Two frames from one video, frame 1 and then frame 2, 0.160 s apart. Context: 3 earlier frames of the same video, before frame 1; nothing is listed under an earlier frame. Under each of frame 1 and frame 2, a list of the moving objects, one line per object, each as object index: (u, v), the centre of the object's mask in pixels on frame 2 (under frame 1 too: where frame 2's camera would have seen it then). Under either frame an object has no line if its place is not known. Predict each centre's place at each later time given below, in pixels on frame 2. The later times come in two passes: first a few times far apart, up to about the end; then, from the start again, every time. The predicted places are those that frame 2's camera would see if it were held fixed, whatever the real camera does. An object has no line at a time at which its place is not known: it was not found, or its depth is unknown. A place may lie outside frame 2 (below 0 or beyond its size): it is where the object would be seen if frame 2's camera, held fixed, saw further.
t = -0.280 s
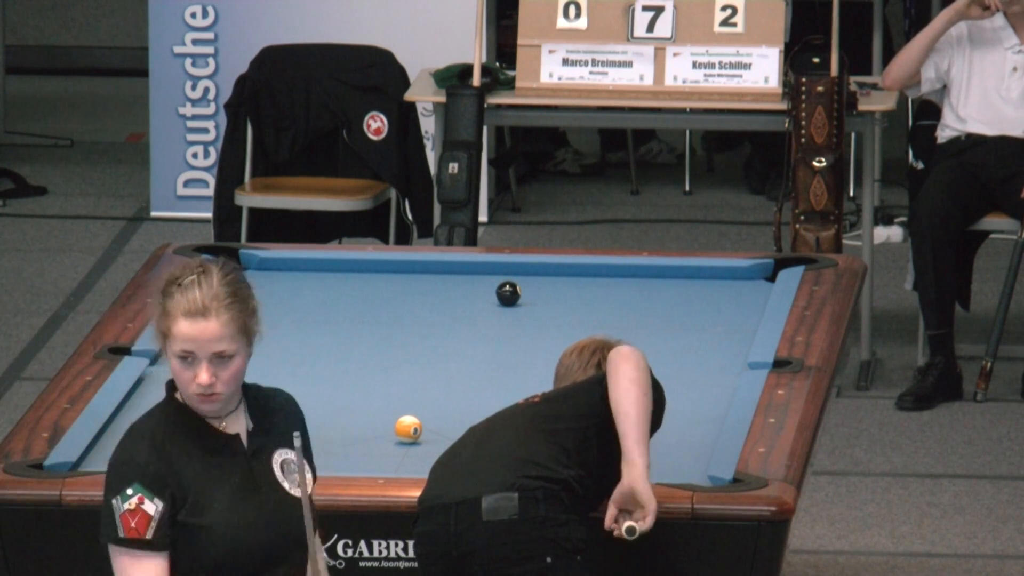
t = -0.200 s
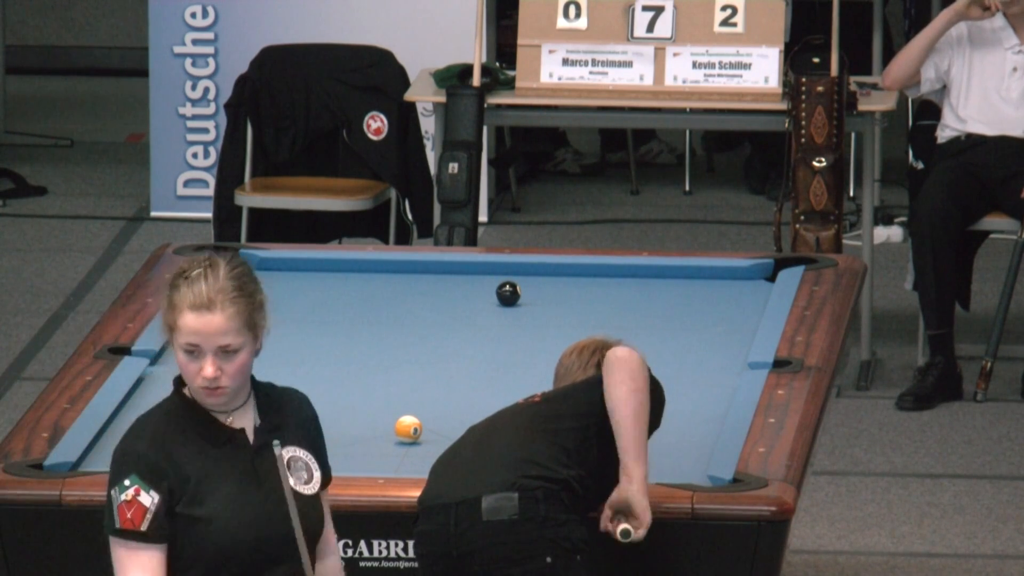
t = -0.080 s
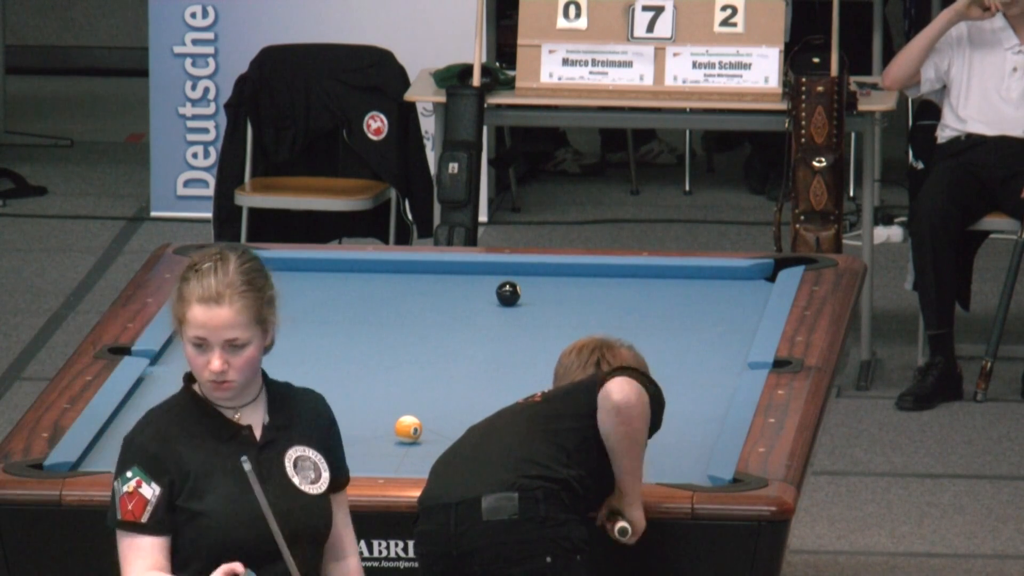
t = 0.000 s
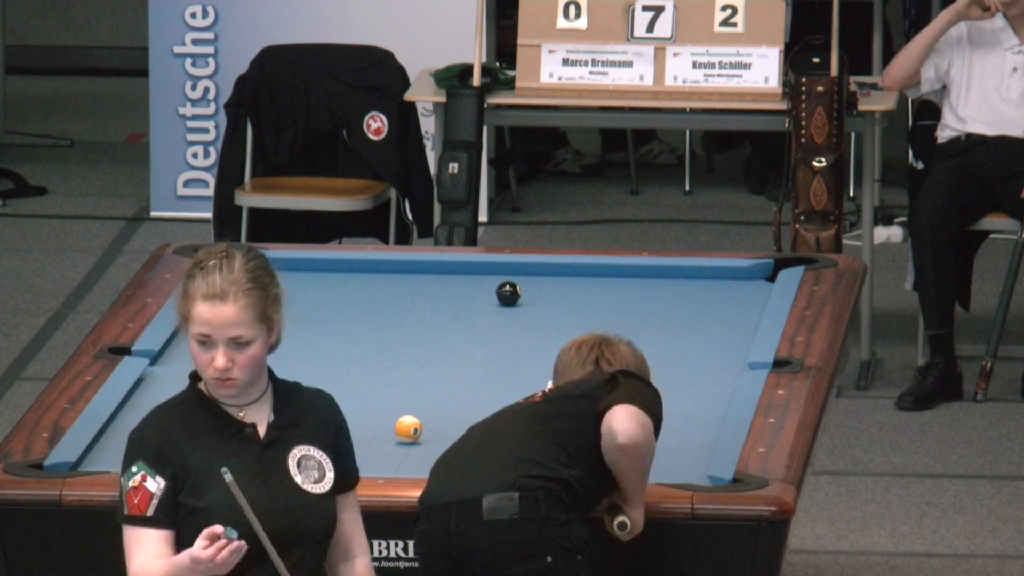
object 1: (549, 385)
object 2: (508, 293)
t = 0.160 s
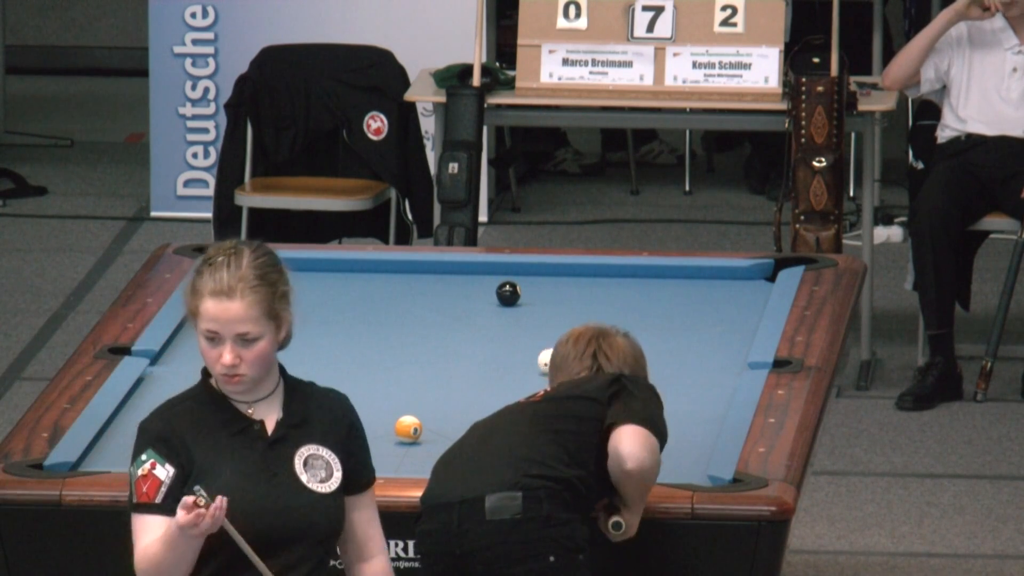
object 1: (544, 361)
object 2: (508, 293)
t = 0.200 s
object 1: (544, 354)
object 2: (508, 293)
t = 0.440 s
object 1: (535, 316)
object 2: (508, 293)
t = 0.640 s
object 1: (552, 289)
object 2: (480, 290)
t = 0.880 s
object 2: (410, 280)
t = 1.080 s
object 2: (357, 272)
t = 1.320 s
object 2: (296, 263)
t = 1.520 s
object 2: (254, 266)
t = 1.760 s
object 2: (249, 268)
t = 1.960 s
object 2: (269, 272)
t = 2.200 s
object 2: (291, 275)
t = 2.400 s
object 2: (308, 277)
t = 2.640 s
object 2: (327, 280)
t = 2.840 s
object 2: (342, 282)
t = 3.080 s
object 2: (358, 284)
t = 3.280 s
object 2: (370, 286)
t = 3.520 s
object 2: (383, 288)
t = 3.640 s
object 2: (389, 288)
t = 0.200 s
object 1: (544, 354)
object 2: (508, 293)
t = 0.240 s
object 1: (542, 347)
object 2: (508, 293)
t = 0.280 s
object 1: (541, 341)
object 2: (508, 293)
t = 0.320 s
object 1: (540, 335)
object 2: (508, 293)
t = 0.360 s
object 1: (539, 329)
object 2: (508, 293)
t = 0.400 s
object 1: (537, 322)
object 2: (508, 293)
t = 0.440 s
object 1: (535, 316)
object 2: (508, 293)
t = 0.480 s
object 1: (533, 310)
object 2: (508, 293)
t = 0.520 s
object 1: (531, 304)
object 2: (508, 294)
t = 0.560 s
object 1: (529, 298)
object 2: (507, 293)
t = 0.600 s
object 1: (539, 293)
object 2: (496, 292)
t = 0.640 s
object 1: (552, 289)
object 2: (480, 290)
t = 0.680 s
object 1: (564, 283)
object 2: (466, 288)
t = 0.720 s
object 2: (454, 286)
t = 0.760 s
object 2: (443, 285)
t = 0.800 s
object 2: (432, 283)
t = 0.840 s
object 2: (421, 282)
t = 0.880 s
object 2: (410, 280)
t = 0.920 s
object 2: (399, 278)
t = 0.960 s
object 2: (389, 277)
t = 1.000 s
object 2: (378, 275)
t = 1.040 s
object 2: (368, 273)
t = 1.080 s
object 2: (357, 272)
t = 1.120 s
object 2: (347, 271)
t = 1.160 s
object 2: (337, 269)
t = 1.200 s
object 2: (326, 267)
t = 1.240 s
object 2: (316, 266)
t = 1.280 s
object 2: (306, 264)
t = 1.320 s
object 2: (296, 263)
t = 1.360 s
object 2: (287, 263)
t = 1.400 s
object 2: (279, 264)
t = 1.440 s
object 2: (270, 265)
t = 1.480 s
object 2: (262, 265)
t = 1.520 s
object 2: (254, 266)
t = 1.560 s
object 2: (246, 266)
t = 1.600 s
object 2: (236, 266)
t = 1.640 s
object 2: (237, 267)
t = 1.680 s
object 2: (241, 267)
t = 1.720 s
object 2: (245, 268)
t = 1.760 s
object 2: (249, 268)
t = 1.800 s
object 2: (253, 269)
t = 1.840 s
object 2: (257, 269)
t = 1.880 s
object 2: (261, 270)
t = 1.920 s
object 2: (265, 271)
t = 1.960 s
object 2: (269, 272)
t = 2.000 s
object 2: (273, 272)
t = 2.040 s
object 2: (277, 273)
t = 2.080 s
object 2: (280, 274)
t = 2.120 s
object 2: (284, 274)
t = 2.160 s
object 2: (287, 274)
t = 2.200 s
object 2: (291, 275)
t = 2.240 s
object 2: (294, 275)
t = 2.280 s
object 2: (298, 276)
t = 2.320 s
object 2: (301, 276)
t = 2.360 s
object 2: (305, 276)
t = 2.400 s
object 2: (308, 277)
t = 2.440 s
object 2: (312, 278)
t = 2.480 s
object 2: (315, 278)
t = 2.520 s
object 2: (318, 279)
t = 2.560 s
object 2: (321, 279)
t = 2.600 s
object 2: (324, 280)
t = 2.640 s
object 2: (327, 280)
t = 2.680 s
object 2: (330, 280)
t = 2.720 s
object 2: (333, 281)
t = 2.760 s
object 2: (336, 282)
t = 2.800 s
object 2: (339, 282)
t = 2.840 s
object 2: (342, 282)
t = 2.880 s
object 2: (344, 283)
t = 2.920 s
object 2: (348, 283)
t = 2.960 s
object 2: (350, 283)
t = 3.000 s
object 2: (353, 284)
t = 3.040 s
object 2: (355, 284)
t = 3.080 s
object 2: (358, 284)
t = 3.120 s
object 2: (360, 285)
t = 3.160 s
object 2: (363, 285)
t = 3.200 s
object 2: (365, 285)
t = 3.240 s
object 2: (367, 286)
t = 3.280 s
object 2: (370, 286)
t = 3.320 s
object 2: (372, 286)
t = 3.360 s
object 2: (375, 286)
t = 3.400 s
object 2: (376, 287)
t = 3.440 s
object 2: (379, 287)
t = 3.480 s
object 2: (381, 288)
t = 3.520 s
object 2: (383, 288)
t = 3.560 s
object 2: (385, 288)
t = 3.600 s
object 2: (387, 288)
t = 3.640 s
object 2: (389, 288)
